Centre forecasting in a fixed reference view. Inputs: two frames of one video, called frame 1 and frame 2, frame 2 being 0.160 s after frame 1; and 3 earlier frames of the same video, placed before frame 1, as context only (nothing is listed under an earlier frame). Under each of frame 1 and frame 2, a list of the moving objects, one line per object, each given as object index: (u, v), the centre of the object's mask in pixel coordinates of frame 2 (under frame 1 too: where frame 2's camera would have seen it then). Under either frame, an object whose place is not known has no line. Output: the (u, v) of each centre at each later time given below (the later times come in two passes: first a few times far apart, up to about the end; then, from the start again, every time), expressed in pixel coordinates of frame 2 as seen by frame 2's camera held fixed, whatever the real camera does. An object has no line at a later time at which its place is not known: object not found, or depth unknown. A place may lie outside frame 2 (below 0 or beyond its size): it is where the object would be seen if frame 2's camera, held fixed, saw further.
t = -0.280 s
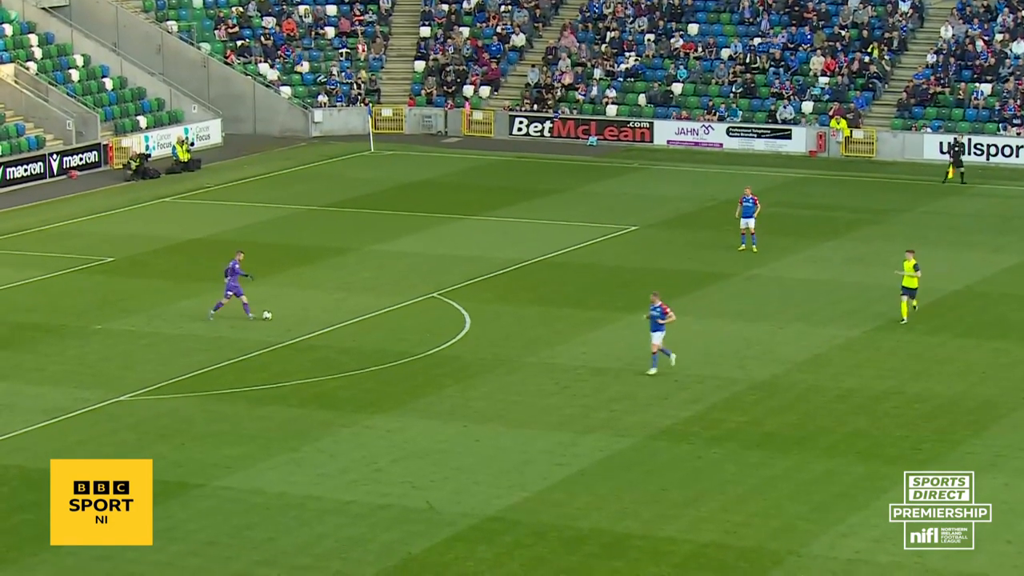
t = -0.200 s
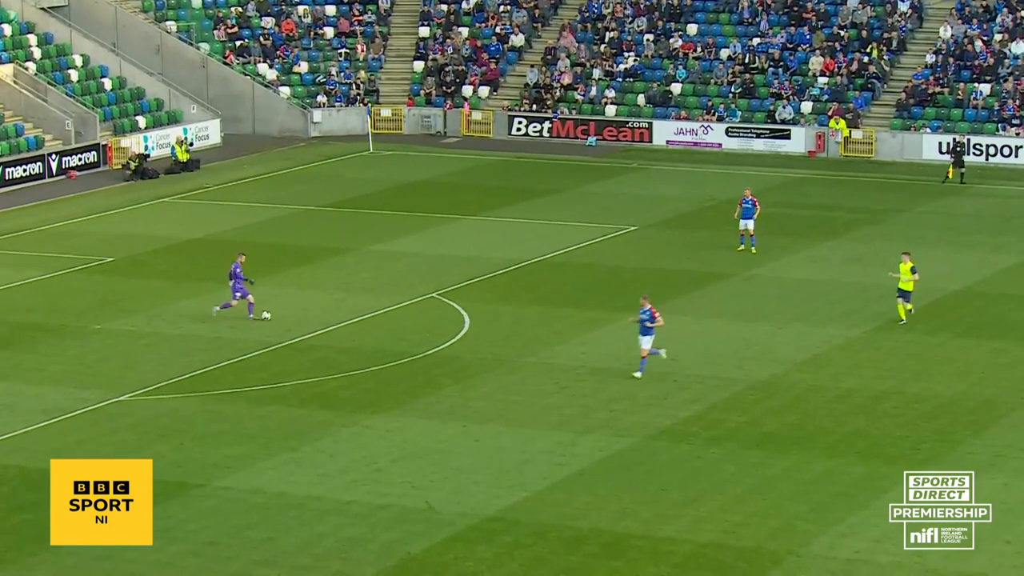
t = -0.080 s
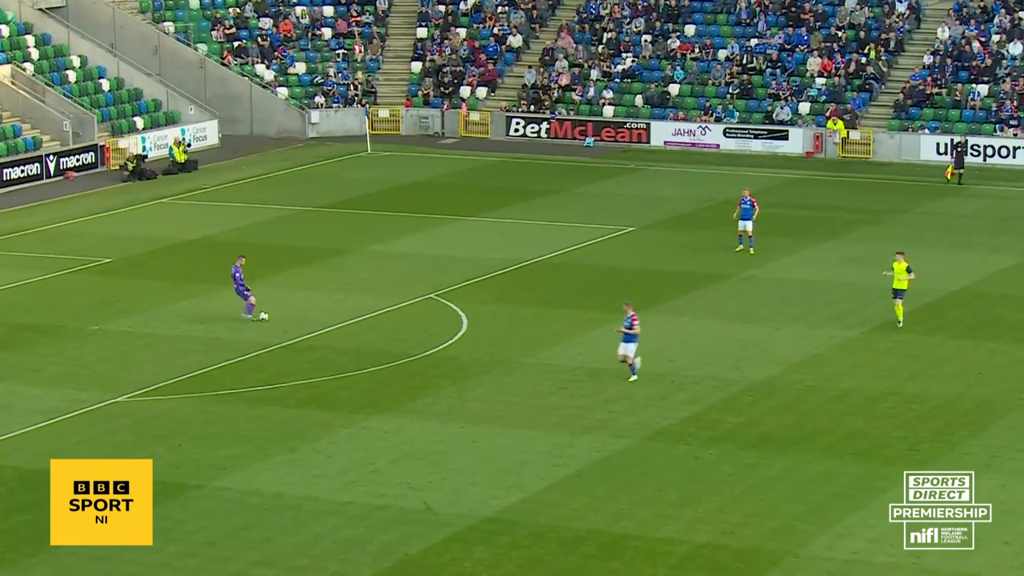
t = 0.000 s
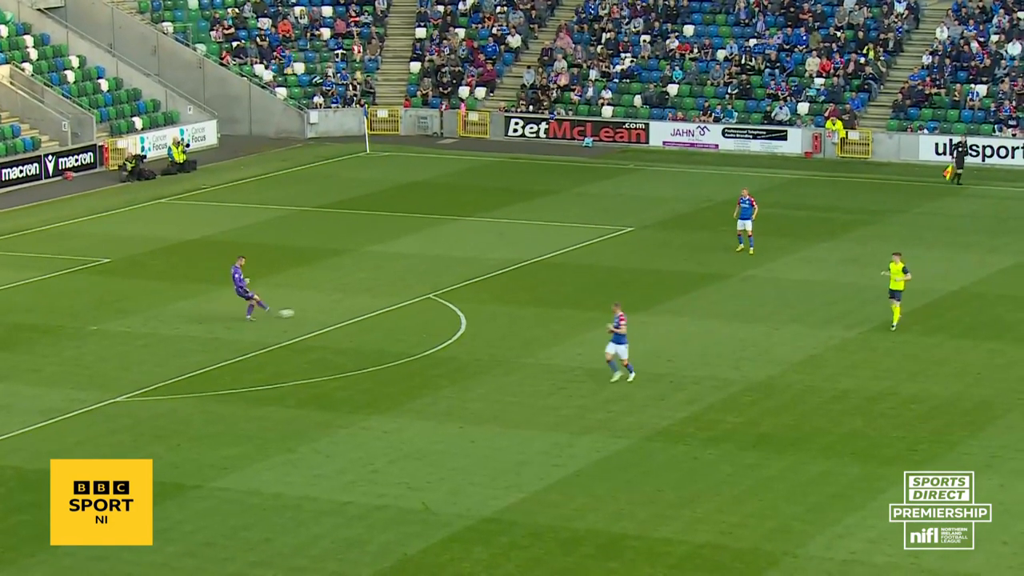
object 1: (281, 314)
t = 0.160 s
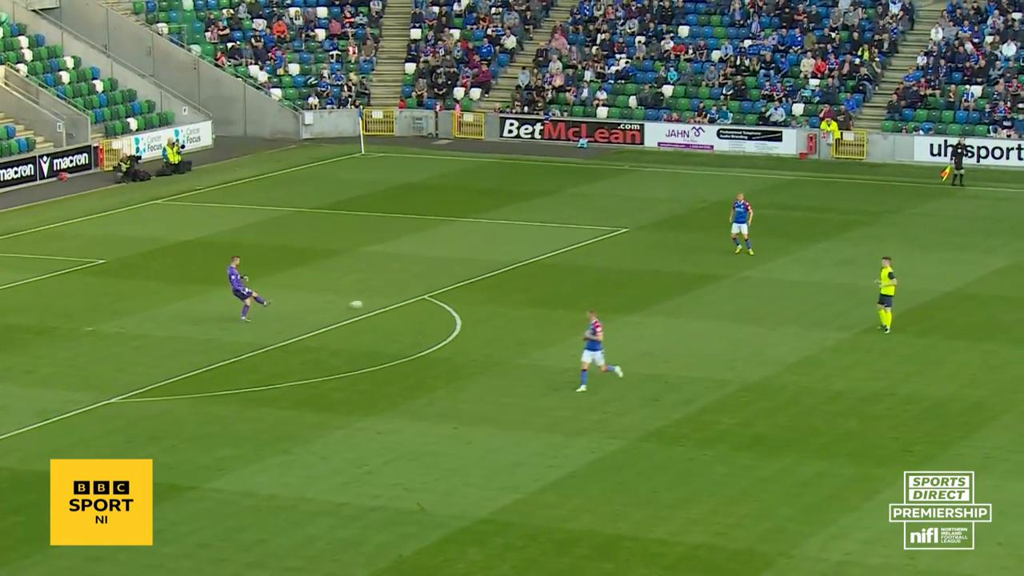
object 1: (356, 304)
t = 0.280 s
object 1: (402, 297)
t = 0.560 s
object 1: (490, 286)
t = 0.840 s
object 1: (560, 277)
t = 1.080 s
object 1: (613, 271)
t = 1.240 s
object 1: (646, 267)
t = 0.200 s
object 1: (372, 302)
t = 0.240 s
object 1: (387, 299)
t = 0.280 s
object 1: (402, 297)
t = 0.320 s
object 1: (417, 295)
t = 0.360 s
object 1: (430, 294)
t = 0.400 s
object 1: (442, 292)
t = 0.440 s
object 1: (455, 290)
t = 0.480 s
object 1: (467, 289)
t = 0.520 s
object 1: (478, 287)
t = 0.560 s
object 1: (490, 286)
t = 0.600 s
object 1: (500, 285)
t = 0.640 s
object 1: (511, 283)
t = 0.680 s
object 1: (521, 282)
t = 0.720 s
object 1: (532, 280)
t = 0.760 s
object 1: (541, 279)
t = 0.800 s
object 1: (551, 278)
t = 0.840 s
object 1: (560, 277)
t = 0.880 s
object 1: (570, 276)
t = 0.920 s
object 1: (579, 275)
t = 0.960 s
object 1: (588, 274)
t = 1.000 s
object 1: (596, 273)
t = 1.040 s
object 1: (605, 272)
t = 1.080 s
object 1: (613, 271)
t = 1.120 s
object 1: (622, 269)
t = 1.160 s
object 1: (630, 269)
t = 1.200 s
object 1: (638, 268)
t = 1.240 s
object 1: (646, 267)
